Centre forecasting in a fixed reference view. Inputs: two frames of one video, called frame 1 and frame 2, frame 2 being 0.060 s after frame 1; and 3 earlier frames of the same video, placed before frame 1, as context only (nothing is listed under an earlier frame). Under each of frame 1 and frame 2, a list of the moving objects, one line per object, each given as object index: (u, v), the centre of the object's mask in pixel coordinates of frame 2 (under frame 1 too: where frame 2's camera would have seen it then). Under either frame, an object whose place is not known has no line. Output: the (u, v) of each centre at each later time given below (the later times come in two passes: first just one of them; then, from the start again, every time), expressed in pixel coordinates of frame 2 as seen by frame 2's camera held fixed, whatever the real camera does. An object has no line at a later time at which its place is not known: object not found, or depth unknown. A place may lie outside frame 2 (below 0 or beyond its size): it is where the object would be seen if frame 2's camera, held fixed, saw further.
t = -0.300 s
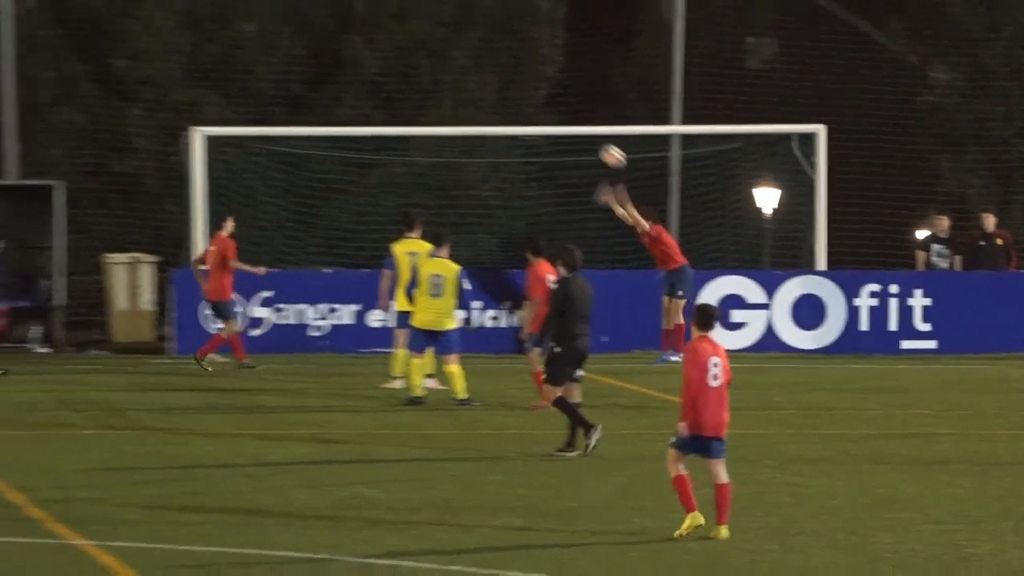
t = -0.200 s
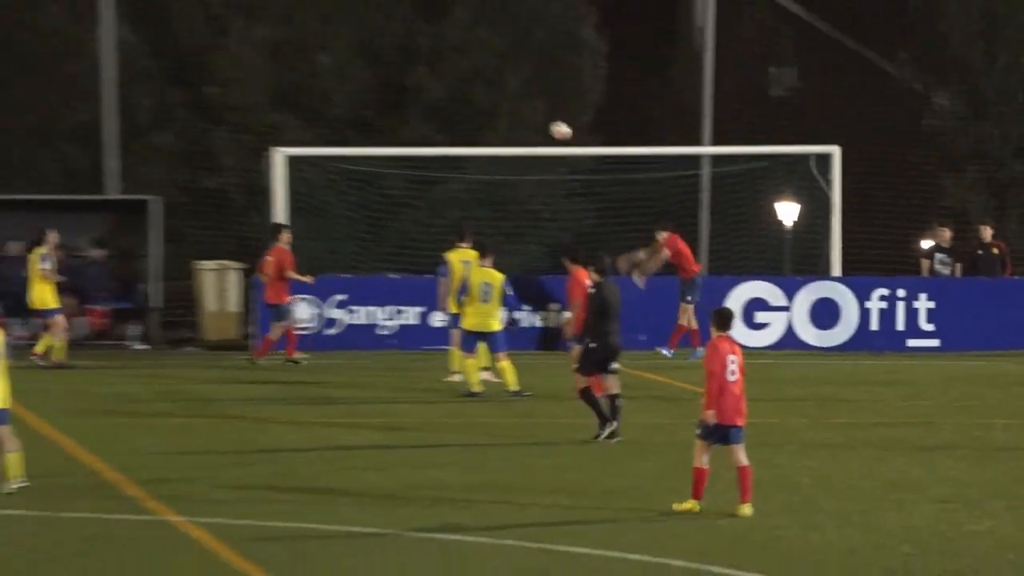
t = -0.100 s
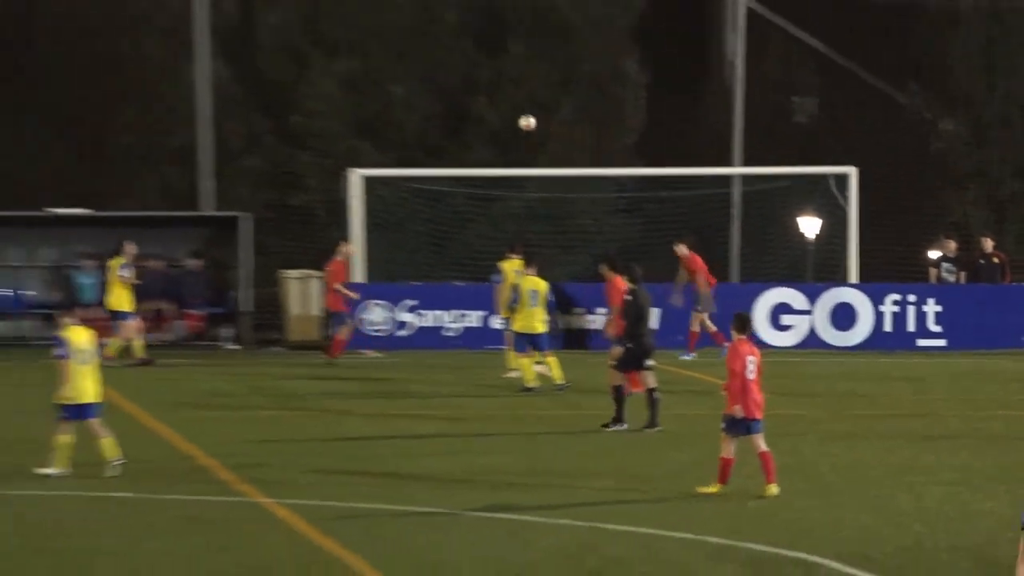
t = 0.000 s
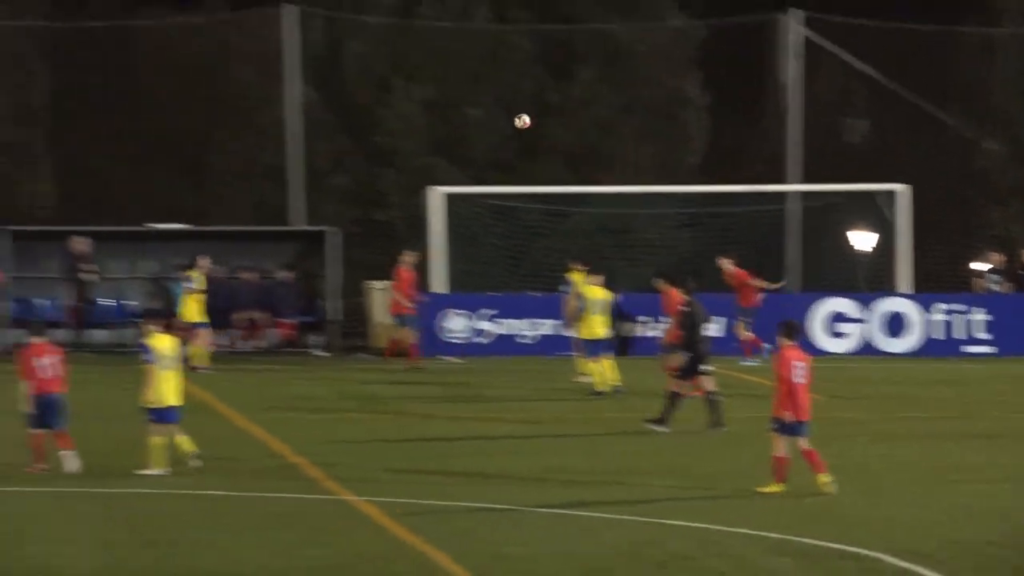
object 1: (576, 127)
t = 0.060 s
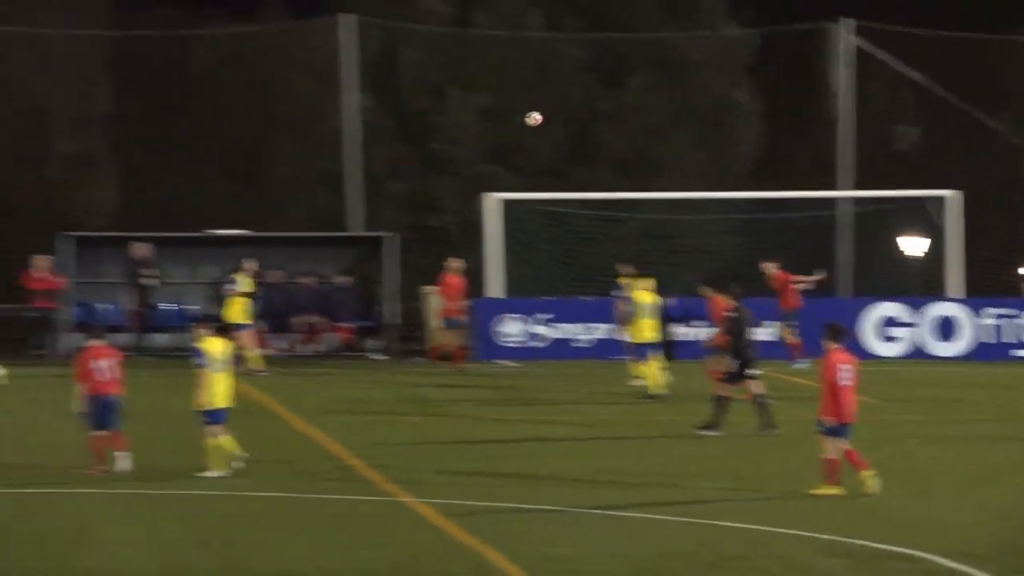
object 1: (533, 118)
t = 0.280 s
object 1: (381, 104)
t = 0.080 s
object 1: (519, 116)
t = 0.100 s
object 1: (505, 114)
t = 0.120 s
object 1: (490, 112)
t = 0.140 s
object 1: (477, 111)
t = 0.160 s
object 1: (463, 109)
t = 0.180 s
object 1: (449, 108)
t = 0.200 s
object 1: (436, 107)
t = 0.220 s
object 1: (422, 106)
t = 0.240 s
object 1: (408, 105)
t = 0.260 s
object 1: (394, 105)
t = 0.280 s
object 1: (381, 104)
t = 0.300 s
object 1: (368, 103)
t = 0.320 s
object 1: (355, 102)
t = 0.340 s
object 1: (342, 104)
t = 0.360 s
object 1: (330, 104)
